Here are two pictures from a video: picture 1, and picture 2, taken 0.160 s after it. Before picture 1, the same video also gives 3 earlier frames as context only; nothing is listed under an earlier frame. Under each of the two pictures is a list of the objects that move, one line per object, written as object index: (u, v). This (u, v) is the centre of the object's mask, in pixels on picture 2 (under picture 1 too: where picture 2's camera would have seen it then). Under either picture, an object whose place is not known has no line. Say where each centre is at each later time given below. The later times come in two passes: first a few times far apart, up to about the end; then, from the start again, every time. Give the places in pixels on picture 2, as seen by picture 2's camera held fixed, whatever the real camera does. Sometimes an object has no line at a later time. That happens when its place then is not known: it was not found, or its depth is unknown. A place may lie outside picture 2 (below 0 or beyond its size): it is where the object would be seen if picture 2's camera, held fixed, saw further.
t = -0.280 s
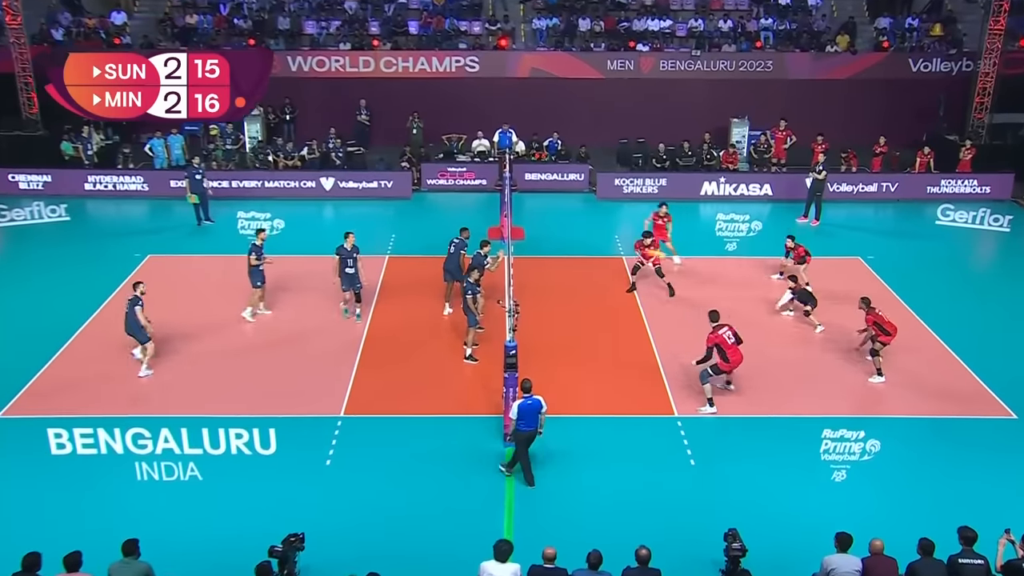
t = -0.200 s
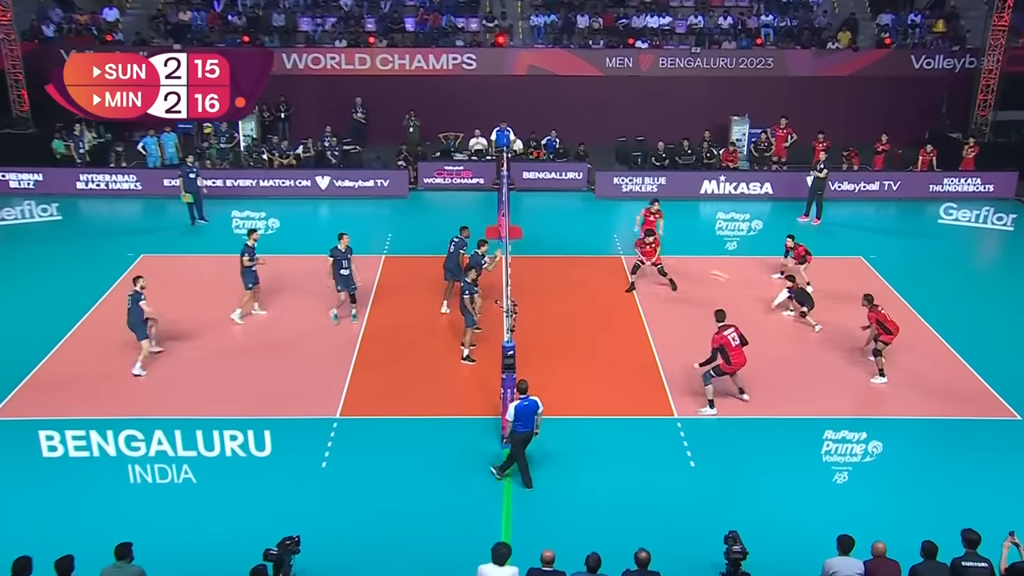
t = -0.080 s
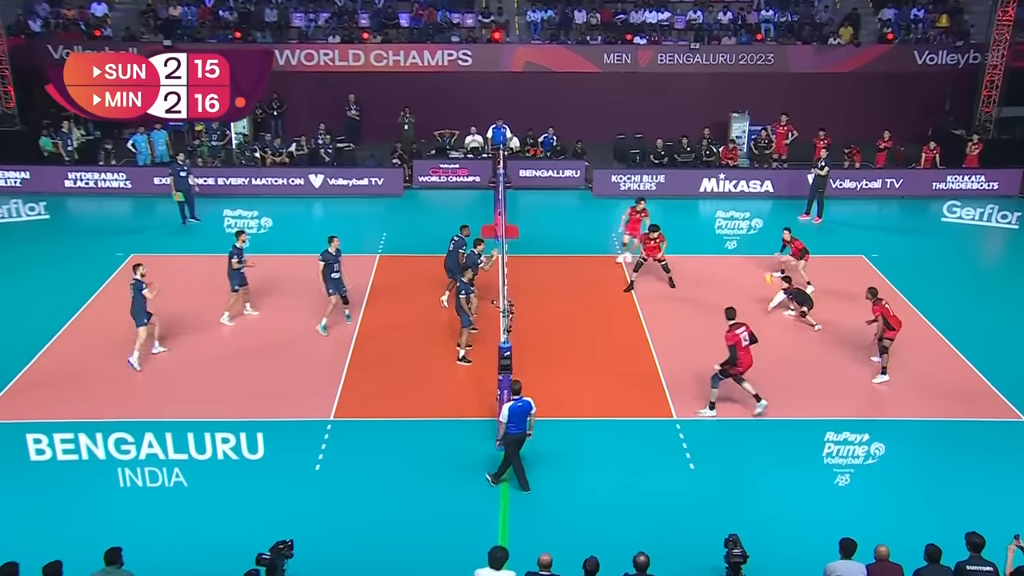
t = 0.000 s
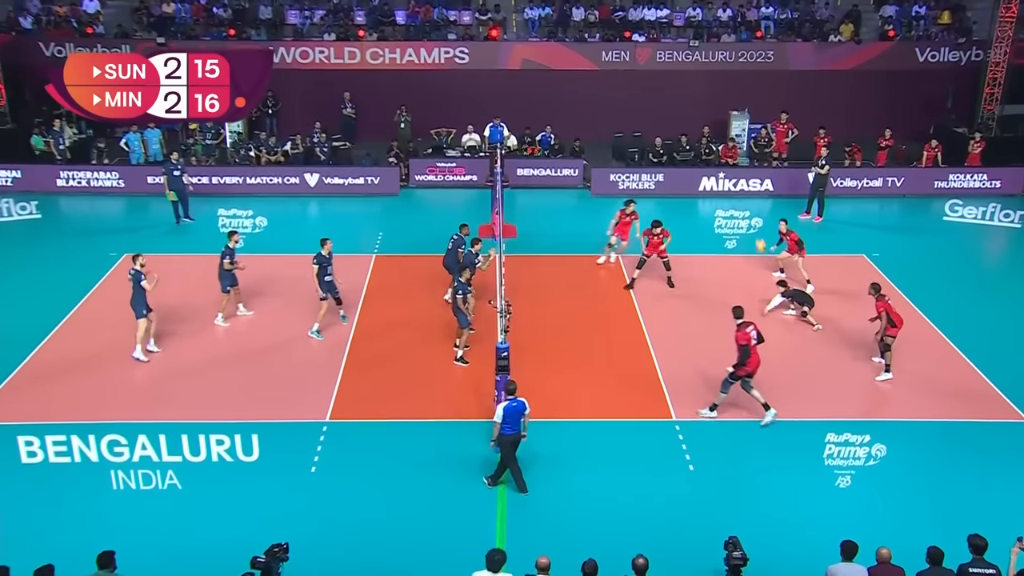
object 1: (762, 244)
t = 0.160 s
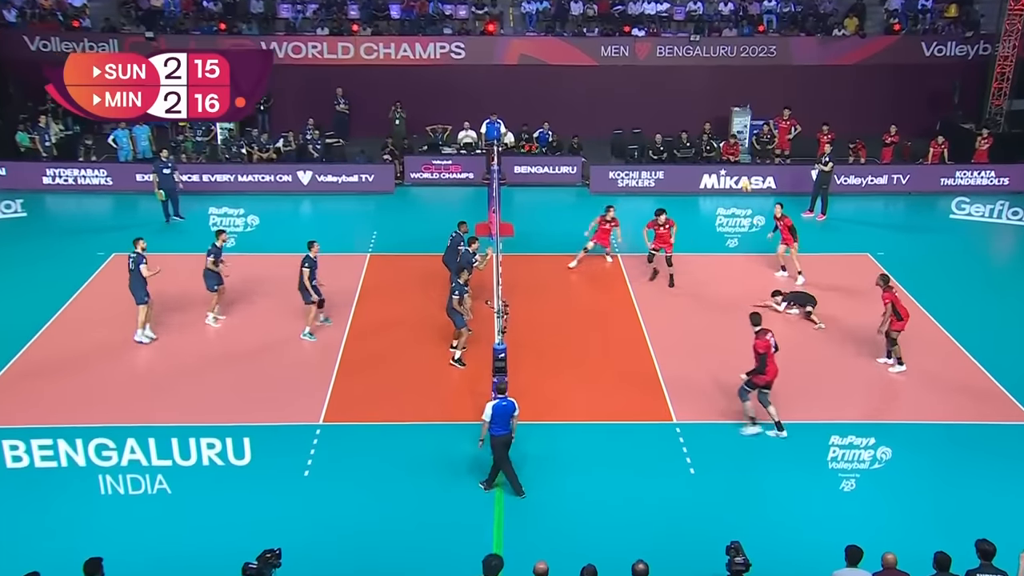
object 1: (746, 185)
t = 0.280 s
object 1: (735, 148)
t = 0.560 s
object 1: (712, 85)
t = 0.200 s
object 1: (742, 172)
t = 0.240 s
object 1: (739, 159)
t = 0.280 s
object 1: (735, 148)
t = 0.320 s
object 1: (732, 135)
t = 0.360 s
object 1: (729, 126)
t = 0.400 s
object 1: (726, 117)
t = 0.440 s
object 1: (723, 108)
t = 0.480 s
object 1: (719, 99)
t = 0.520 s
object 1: (715, 92)
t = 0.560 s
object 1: (712, 85)
